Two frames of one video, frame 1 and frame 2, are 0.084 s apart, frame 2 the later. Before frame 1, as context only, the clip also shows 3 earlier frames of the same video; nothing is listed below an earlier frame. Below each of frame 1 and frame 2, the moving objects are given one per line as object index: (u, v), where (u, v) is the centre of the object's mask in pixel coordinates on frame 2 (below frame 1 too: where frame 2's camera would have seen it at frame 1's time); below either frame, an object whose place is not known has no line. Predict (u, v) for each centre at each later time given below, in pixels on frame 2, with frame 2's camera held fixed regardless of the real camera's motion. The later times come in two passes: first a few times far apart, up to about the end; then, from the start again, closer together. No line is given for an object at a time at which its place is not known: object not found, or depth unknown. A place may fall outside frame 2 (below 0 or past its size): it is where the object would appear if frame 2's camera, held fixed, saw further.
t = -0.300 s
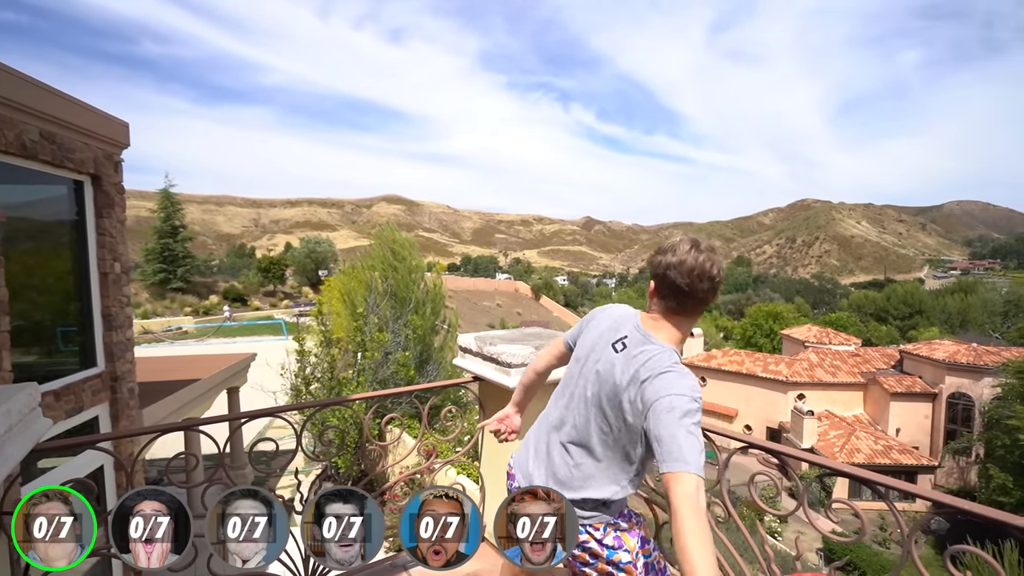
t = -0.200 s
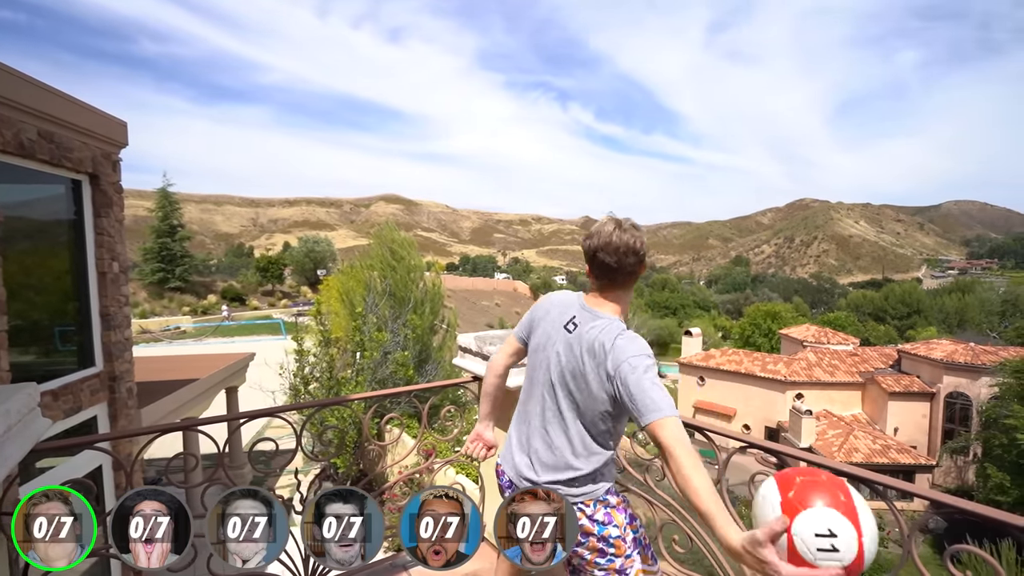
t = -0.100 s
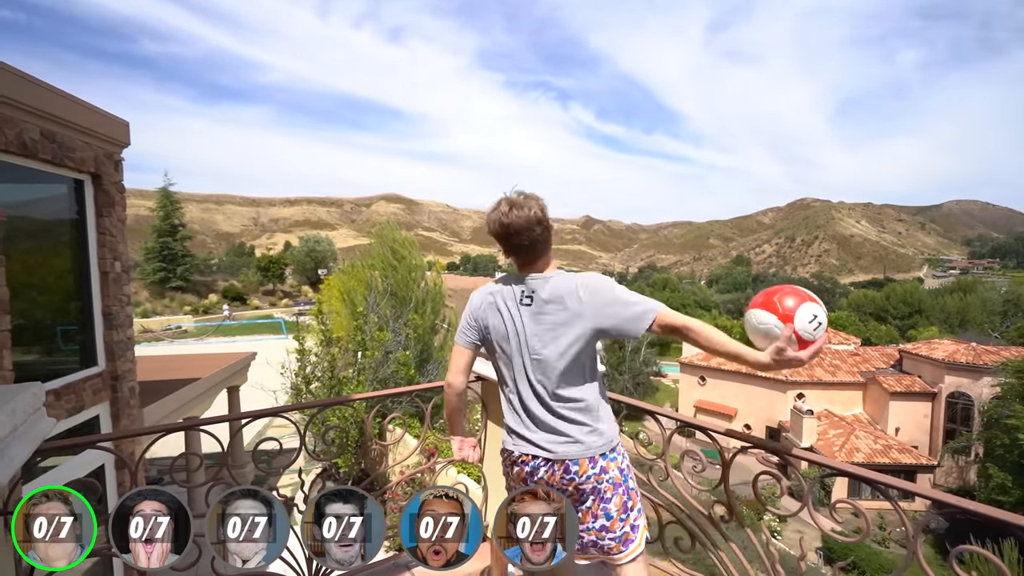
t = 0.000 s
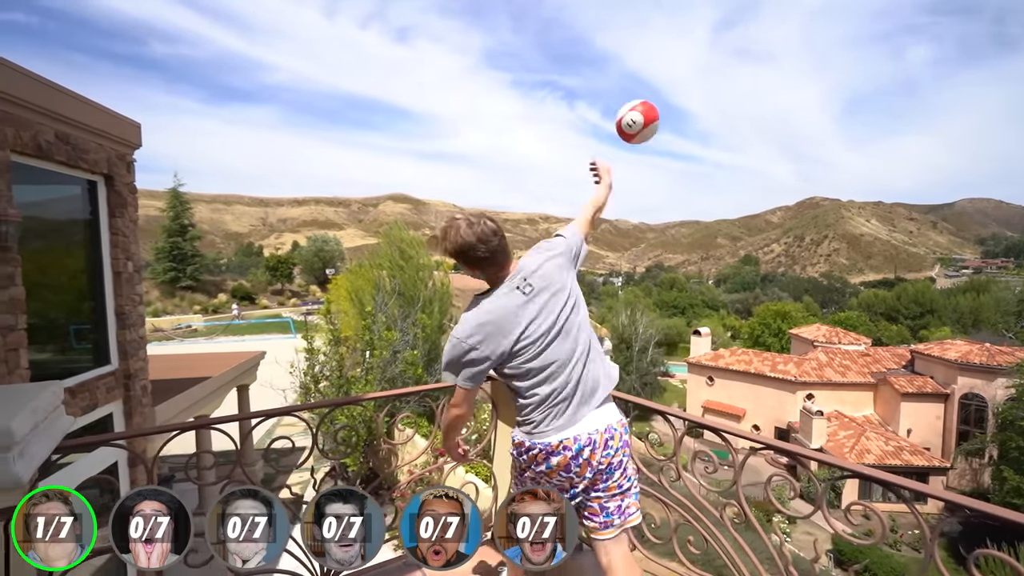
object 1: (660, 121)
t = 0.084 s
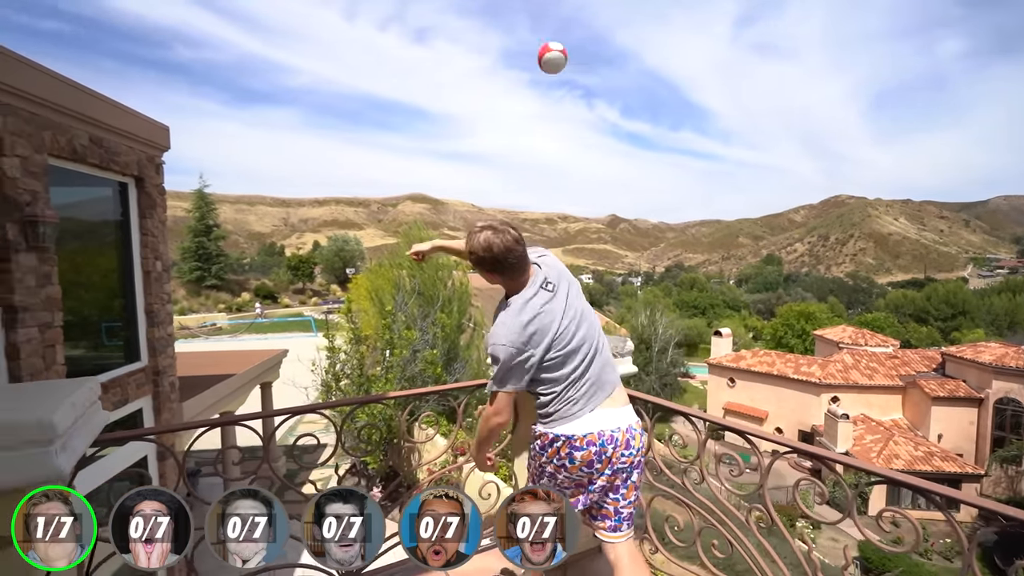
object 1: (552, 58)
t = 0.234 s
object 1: (471, 24)
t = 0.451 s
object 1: (429, 24)
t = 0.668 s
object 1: (411, 43)
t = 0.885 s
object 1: (405, 70)
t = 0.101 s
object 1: (539, 51)
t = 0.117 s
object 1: (527, 45)
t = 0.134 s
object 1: (516, 40)
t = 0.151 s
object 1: (506, 36)
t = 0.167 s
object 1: (498, 32)
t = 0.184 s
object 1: (490, 30)
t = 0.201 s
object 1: (483, 27)
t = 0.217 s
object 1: (477, 25)
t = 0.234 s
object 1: (471, 24)
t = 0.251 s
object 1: (466, 23)
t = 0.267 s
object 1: (461, 22)
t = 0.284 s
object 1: (457, 21)
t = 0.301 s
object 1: (453, 21)
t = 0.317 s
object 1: (449, 20)
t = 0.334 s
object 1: (446, 20)
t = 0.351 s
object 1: (443, 20)
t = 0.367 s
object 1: (440, 21)
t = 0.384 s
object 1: (438, 21)
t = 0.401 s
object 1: (435, 22)
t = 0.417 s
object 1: (433, 22)
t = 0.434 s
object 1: (431, 24)
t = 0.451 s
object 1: (429, 24)
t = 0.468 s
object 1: (427, 25)
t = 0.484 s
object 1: (425, 27)
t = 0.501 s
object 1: (423, 28)
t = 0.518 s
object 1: (422, 29)
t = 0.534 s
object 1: (420, 30)
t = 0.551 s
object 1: (419, 32)
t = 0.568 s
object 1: (418, 33)
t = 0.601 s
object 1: (415, 36)
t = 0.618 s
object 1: (413, 38)
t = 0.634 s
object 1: (412, 39)
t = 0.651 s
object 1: (411, 41)
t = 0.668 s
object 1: (411, 43)
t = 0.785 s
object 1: (405, 57)
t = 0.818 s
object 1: (404, 61)
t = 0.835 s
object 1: (407, 64)
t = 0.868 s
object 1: (405, 68)
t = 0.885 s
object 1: (405, 70)
